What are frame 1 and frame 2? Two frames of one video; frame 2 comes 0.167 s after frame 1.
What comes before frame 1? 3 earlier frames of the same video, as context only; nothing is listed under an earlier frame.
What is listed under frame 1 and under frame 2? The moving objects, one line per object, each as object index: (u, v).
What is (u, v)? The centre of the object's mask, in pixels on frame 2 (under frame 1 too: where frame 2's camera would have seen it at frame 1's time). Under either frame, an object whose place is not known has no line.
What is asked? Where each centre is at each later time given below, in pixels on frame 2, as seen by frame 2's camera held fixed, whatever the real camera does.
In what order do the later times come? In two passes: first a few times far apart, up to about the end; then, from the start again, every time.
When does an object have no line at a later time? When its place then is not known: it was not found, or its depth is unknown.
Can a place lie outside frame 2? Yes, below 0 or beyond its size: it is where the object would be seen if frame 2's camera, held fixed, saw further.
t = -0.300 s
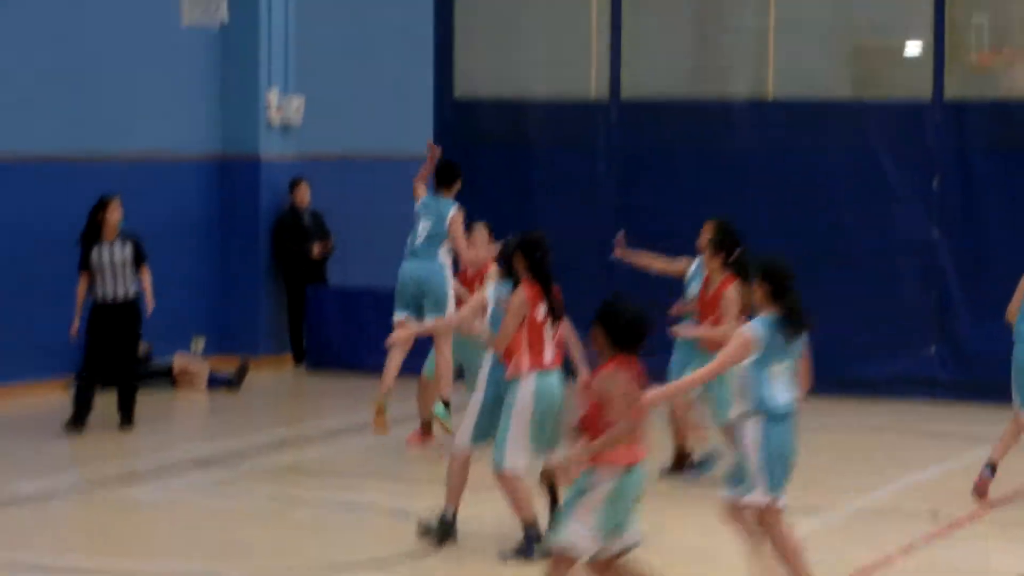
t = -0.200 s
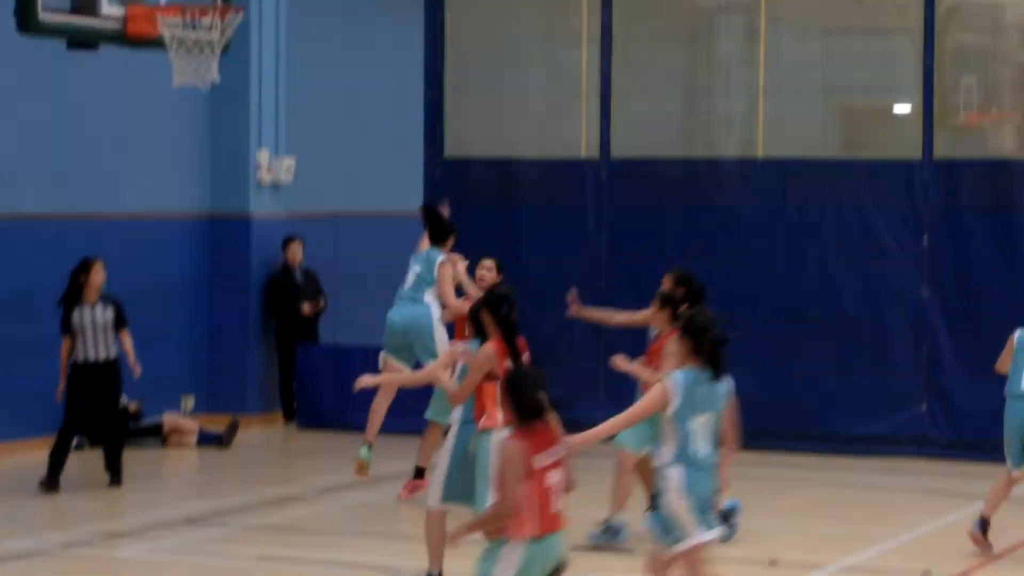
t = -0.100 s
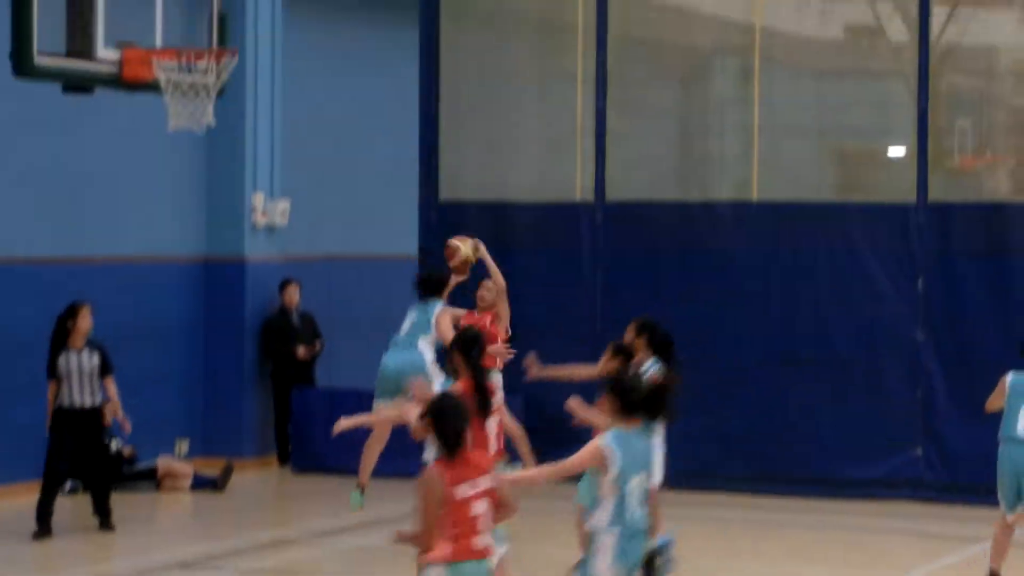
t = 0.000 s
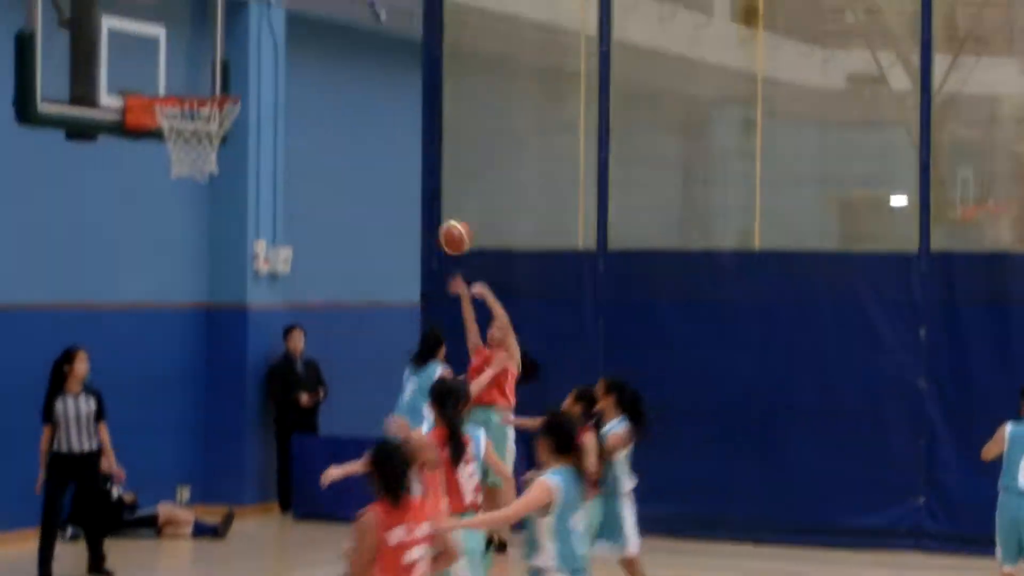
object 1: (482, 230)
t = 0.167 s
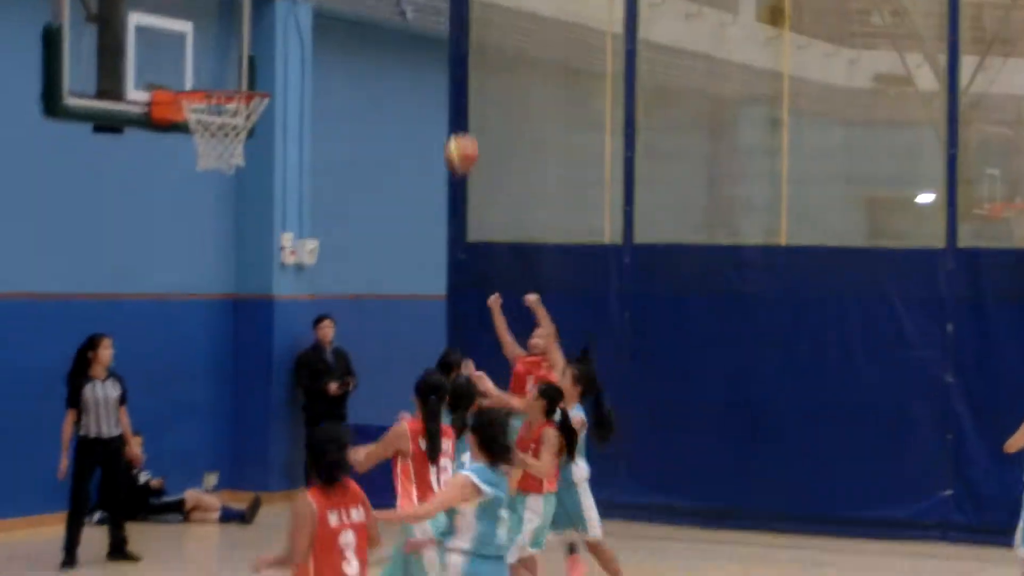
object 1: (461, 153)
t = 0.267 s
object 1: (449, 123)
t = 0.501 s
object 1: (417, 112)
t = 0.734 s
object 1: (378, 188)
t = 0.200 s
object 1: (457, 141)
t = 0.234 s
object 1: (453, 131)
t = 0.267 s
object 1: (449, 123)
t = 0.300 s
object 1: (445, 116)
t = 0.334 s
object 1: (441, 111)
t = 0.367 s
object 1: (436, 108)
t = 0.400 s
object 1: (431, 106)
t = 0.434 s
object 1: (427, 107)
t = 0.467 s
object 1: (422, 108)
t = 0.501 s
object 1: (417, 112)
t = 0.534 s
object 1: (412, 118)
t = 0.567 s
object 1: (407, 125)
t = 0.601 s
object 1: (402, 134)
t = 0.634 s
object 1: (396, 144)
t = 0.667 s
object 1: (391, 157)
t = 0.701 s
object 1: (385, 171)
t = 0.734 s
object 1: (378, 188)
